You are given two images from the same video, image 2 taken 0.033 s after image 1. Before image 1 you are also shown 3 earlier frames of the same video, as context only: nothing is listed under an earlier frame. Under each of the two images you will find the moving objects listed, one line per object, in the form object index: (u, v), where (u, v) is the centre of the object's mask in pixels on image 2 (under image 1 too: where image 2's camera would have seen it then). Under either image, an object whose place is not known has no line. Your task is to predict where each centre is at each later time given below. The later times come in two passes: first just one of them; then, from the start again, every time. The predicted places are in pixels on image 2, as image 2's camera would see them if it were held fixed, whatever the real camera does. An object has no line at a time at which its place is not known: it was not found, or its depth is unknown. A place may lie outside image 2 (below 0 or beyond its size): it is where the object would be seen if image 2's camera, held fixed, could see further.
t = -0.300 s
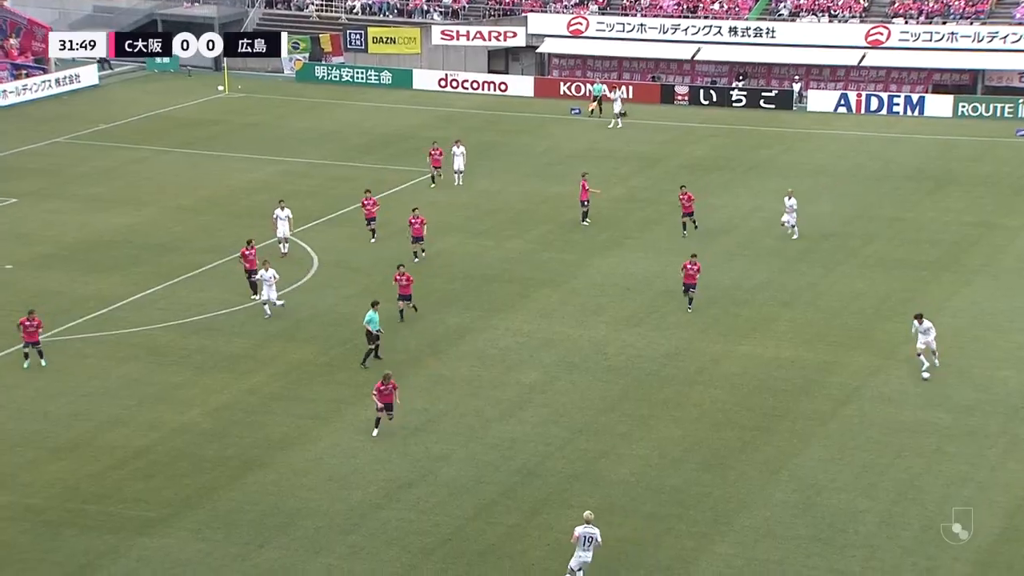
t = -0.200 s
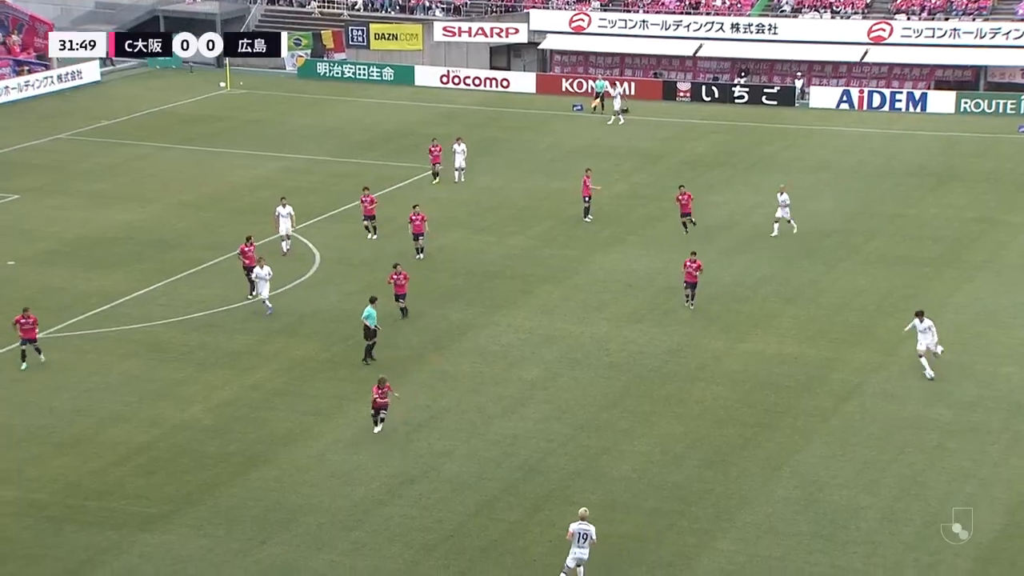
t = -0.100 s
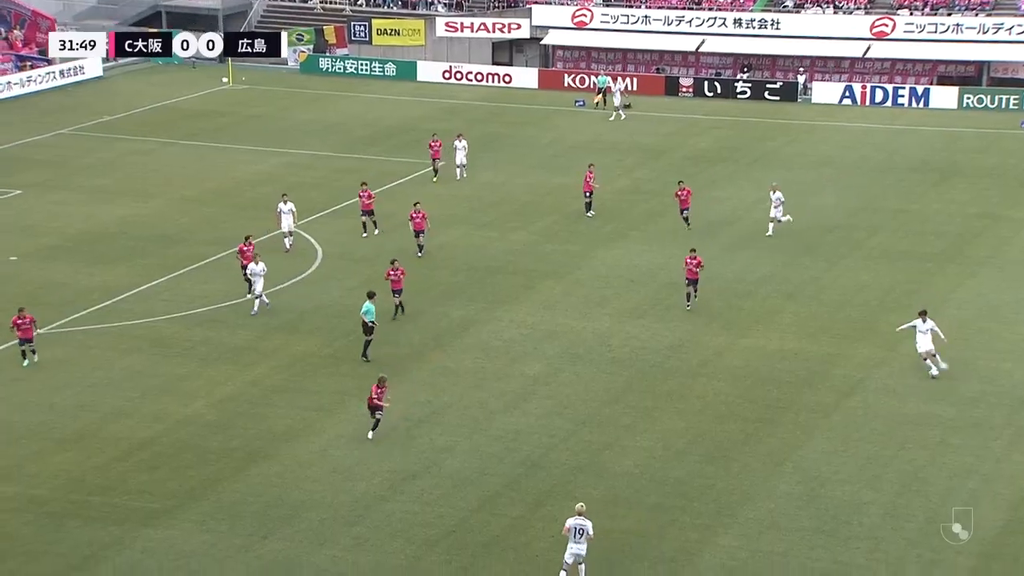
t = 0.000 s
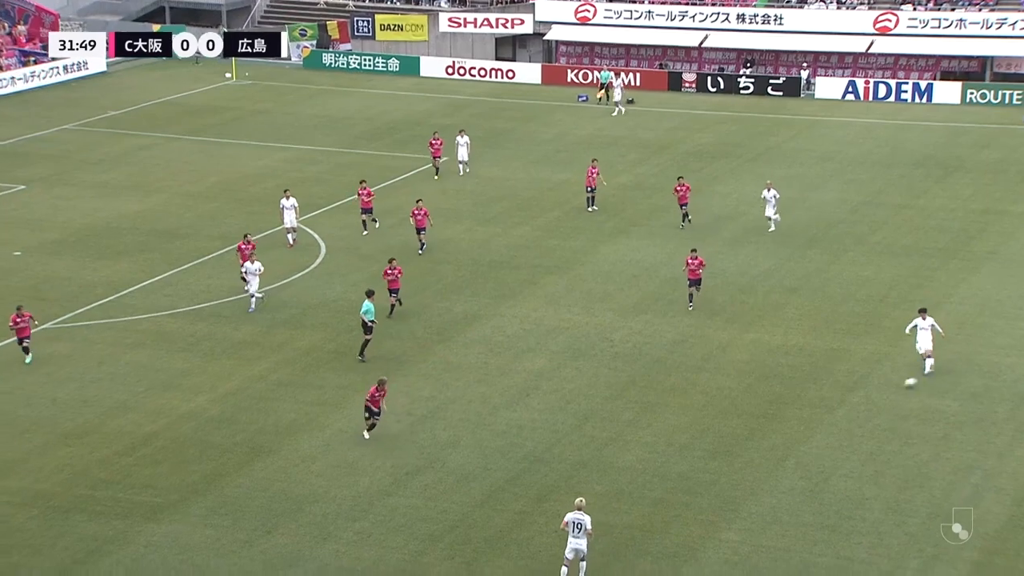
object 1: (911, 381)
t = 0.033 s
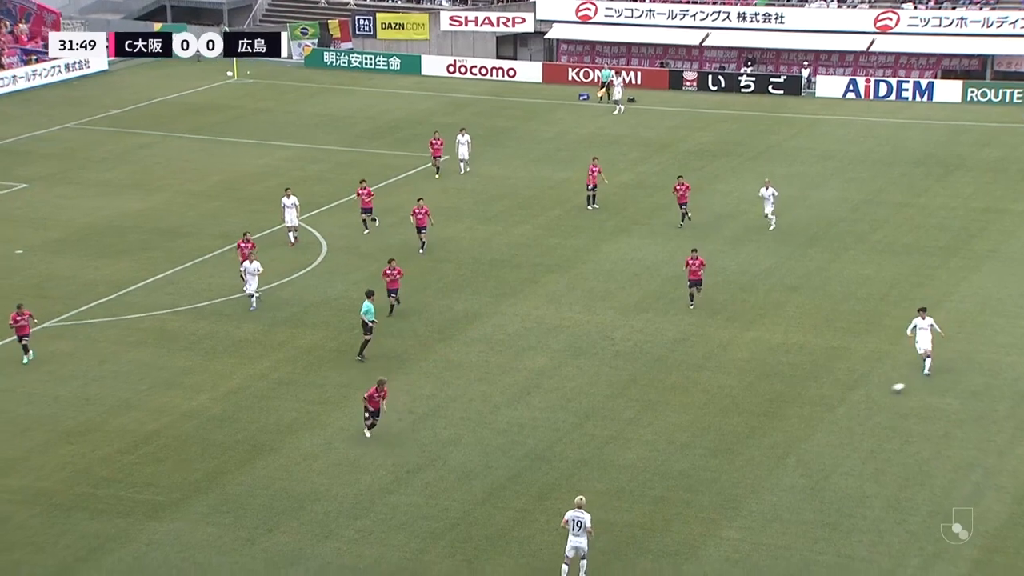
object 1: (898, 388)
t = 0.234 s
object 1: (820, 429)
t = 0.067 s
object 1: (885, 395)
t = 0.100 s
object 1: (872, 402)
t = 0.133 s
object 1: (859, 409)
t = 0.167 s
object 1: (846, 415)
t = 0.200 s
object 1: (833, 422)
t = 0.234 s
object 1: (820, 429)
